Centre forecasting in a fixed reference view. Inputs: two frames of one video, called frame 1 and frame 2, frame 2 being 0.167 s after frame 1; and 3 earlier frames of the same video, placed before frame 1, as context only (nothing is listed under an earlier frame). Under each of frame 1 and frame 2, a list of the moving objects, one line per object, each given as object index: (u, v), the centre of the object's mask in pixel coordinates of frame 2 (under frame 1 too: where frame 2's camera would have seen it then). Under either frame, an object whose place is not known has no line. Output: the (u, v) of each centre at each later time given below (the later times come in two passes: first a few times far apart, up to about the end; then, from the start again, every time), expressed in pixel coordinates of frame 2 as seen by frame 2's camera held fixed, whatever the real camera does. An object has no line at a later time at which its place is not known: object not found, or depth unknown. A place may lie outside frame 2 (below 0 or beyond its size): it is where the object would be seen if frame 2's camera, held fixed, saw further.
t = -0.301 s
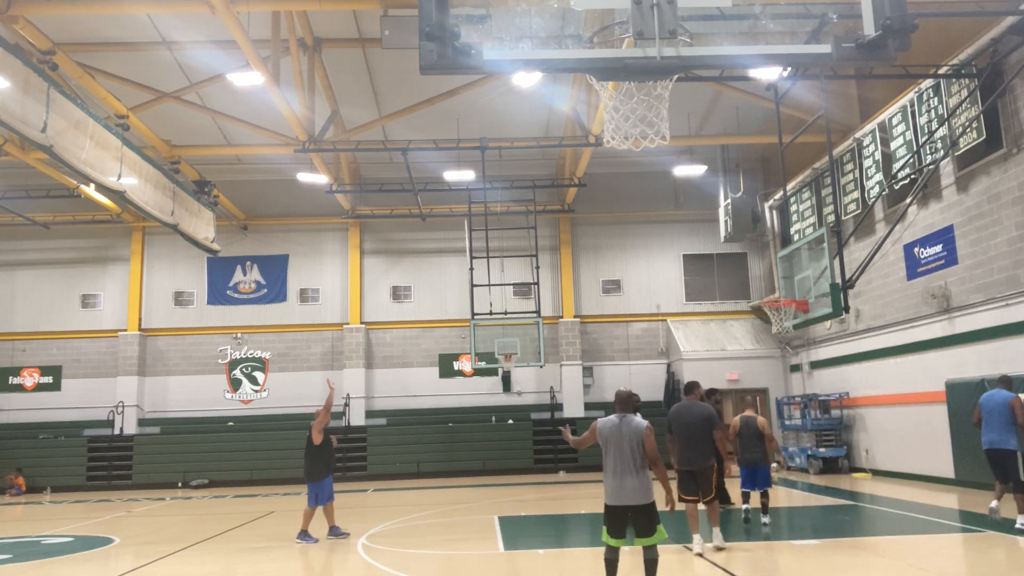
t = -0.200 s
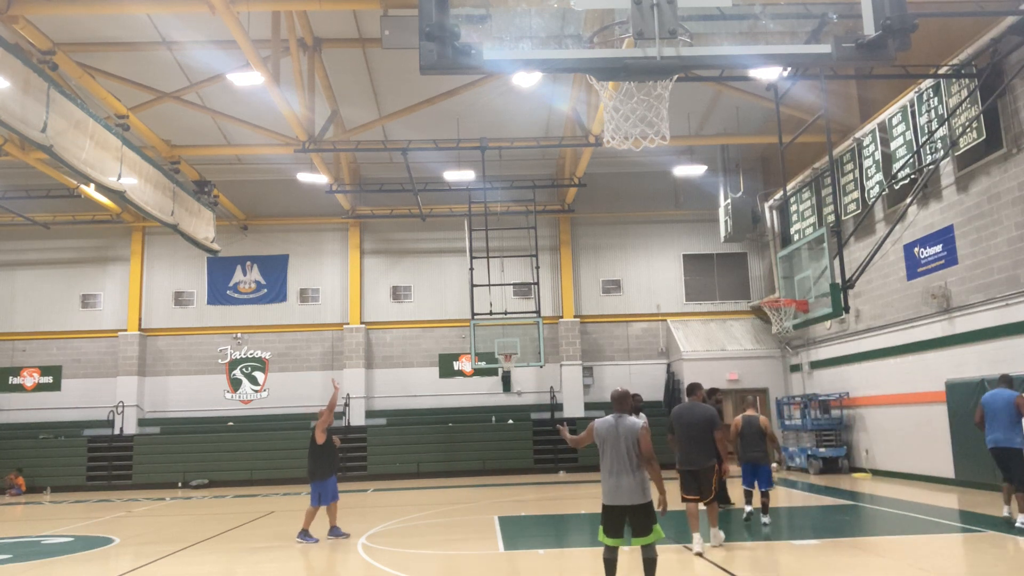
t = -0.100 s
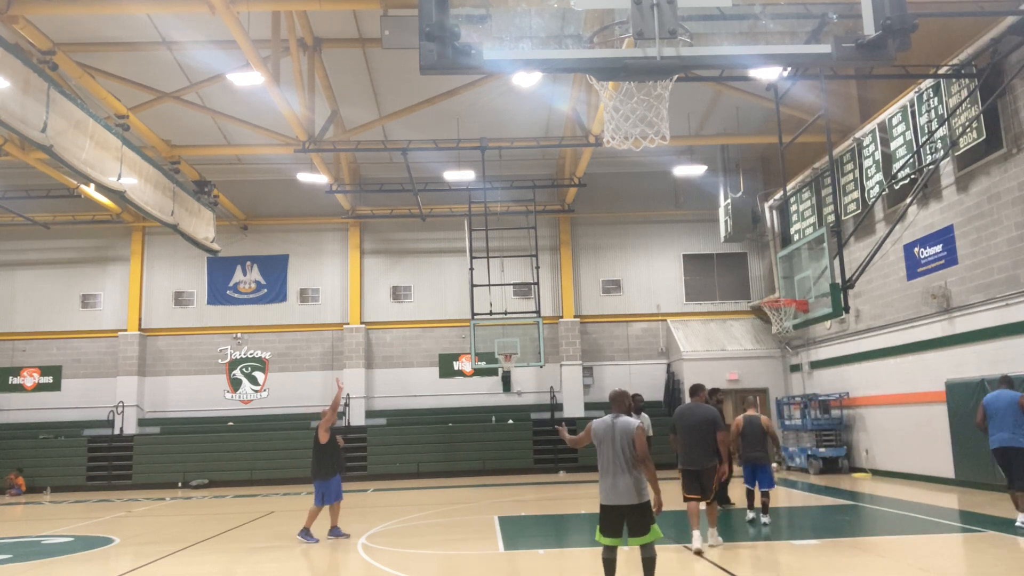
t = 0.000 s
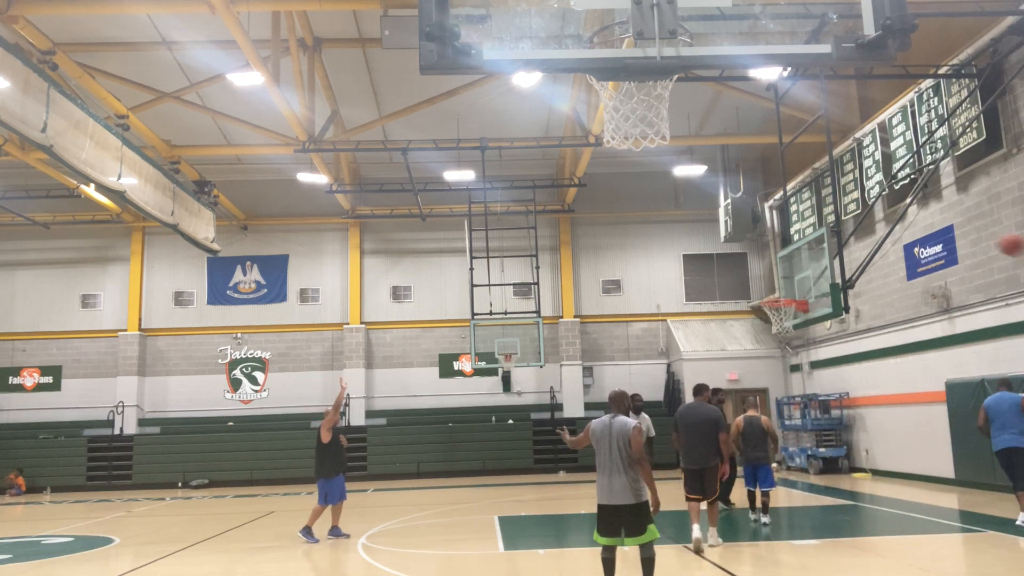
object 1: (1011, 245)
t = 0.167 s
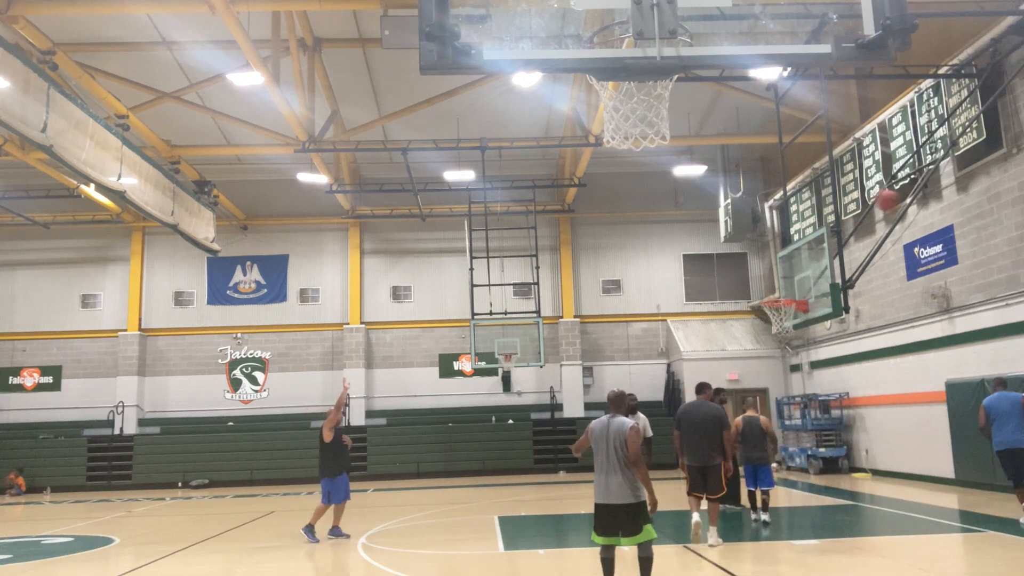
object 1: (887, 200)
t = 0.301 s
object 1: (797, 186)
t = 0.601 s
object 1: (629, 209)
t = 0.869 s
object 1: (507, 281)
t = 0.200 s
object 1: (863, 195)
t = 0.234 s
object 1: (841, 191)
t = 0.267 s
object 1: (819, 188)
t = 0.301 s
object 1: (797, 186)
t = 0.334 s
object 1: (776, 185)
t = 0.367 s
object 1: (756, 186)
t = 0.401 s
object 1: (737, 186)
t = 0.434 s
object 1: (718, 188)
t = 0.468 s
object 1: (698, 190)
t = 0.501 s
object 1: (681, 194)
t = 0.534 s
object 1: (663, 198)
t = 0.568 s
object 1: (646, 204)
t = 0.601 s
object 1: (629, 209)
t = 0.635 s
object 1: (613, 216)
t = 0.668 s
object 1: (597, 223)
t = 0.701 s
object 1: (581, 231)
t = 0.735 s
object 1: (566, 239)
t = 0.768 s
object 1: (551, 248)
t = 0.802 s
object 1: (536, 259)
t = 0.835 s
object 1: (521, 270)
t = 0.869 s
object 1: (507, 281)
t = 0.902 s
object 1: (493, 293)
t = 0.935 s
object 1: (479, 306)
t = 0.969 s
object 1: (466, 318)
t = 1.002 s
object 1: (452, 334)
